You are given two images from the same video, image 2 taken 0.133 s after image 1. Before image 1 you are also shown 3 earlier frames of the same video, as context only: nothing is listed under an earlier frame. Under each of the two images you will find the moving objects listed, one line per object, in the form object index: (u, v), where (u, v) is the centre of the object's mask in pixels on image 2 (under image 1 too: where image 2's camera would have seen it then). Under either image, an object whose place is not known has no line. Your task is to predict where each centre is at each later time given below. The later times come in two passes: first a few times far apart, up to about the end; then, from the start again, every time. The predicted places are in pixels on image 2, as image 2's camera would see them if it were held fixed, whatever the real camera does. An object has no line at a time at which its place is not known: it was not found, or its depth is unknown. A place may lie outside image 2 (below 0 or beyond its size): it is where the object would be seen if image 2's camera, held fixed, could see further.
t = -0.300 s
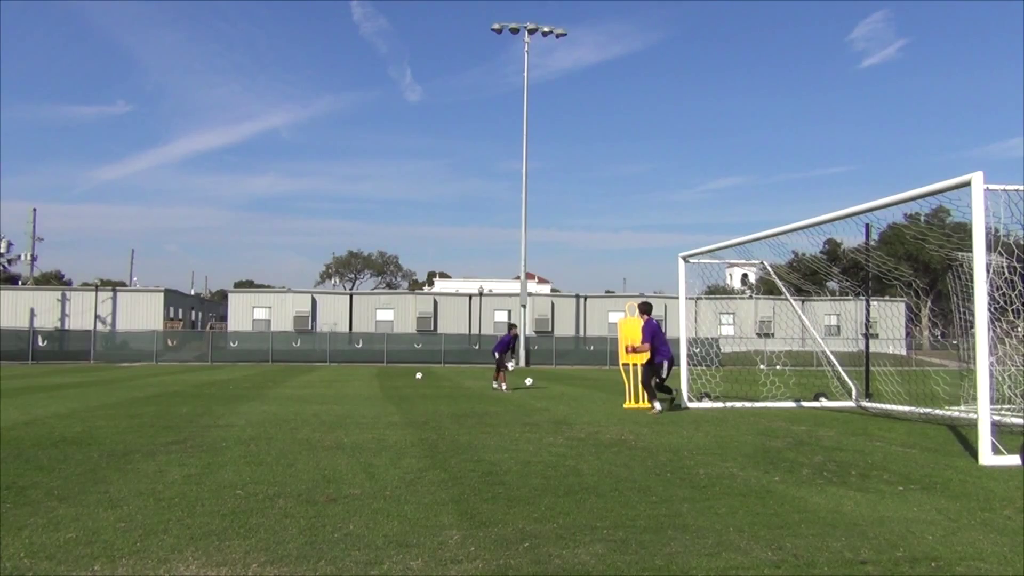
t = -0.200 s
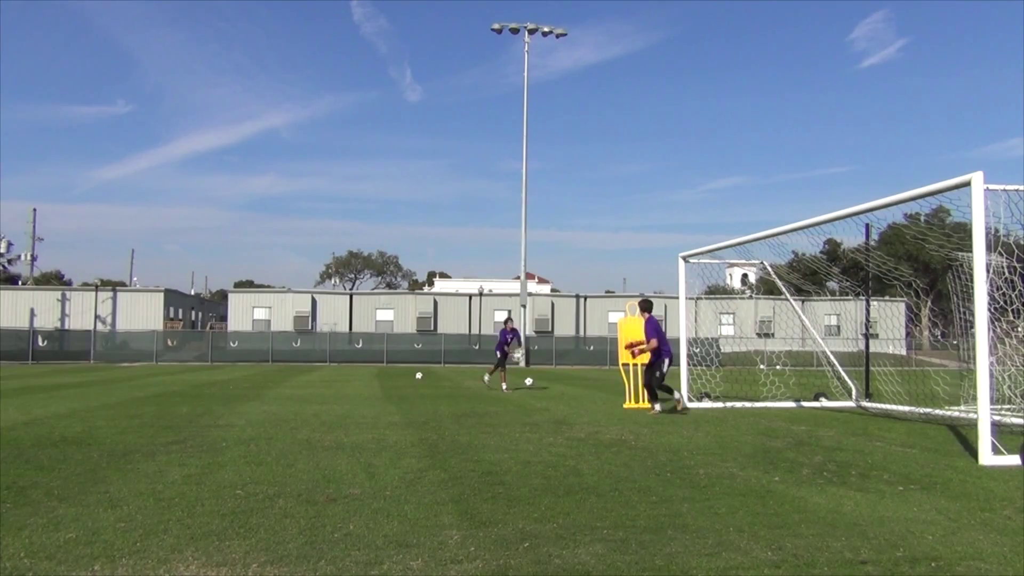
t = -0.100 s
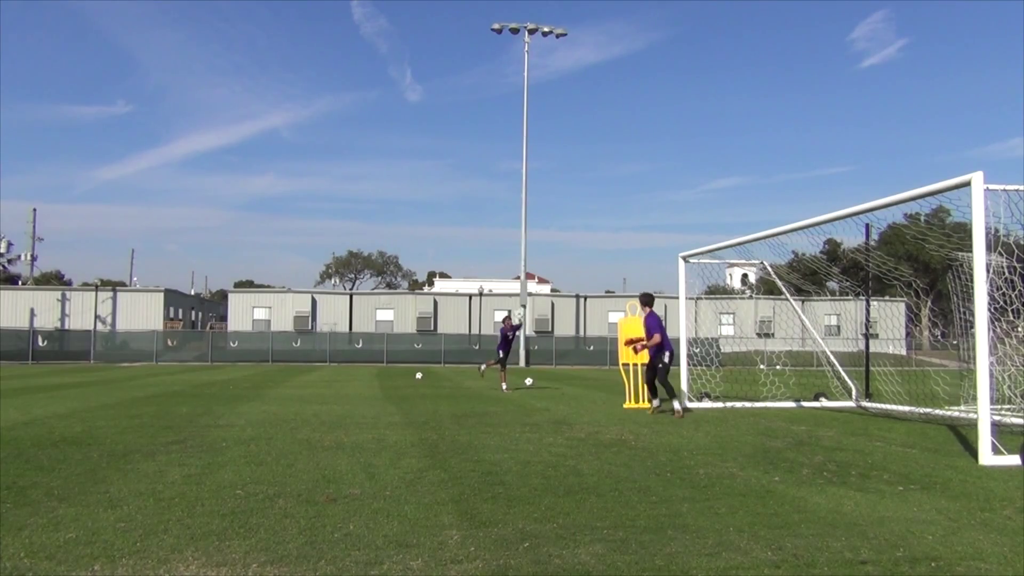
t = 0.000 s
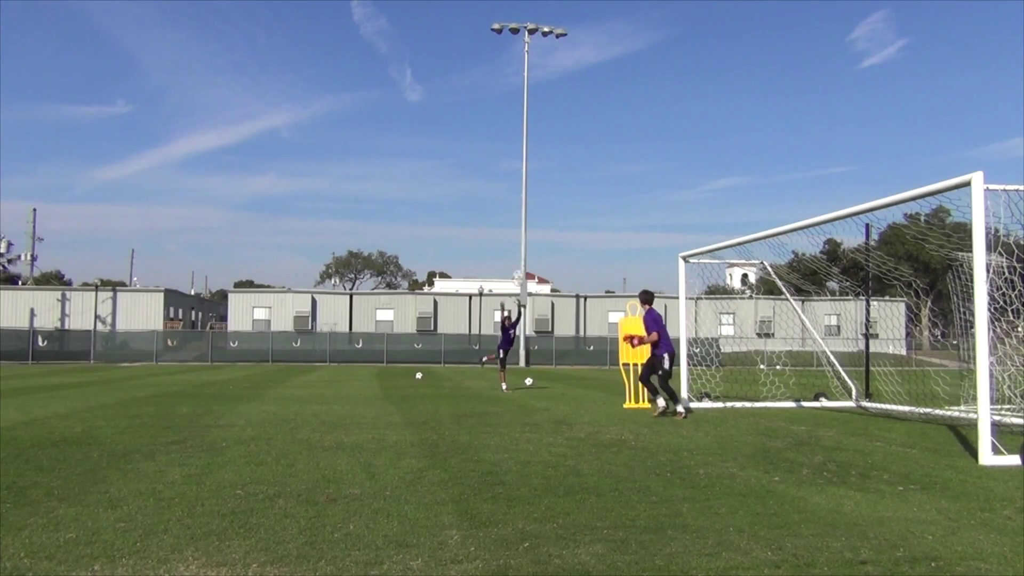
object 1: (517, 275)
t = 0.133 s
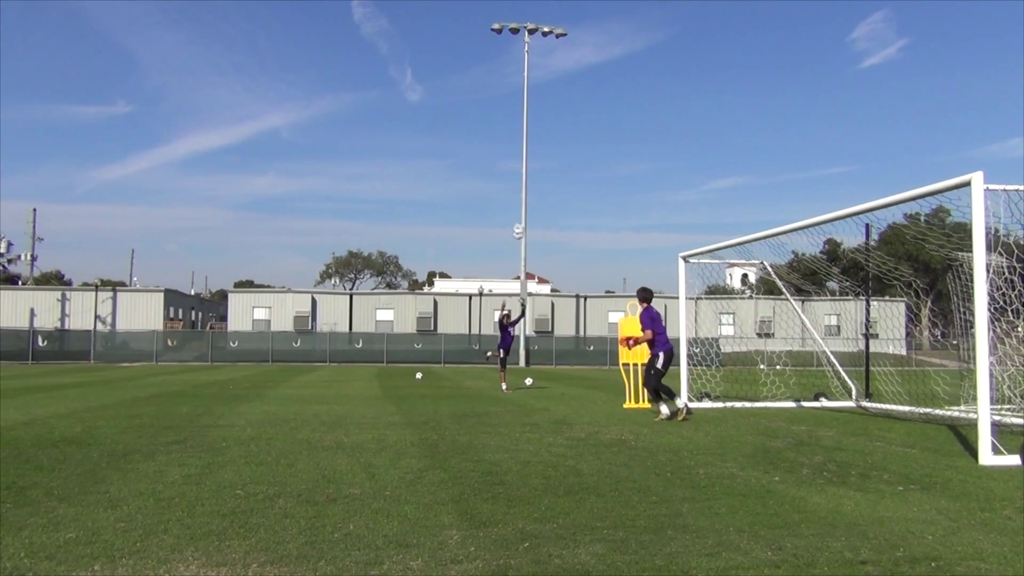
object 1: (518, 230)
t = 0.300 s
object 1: (519, 178)
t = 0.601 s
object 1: (524, 108)
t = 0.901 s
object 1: (531, 79)
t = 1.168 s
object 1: (543, 104)
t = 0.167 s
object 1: (518, 219)
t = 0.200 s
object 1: (518, 207)
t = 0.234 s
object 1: (518, 197)
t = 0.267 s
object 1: (519, 187)
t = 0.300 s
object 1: (519, 178)
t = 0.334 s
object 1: (520, 168)
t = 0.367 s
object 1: (520, 160)
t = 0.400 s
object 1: (520, 152)
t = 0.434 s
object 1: (521, 143)
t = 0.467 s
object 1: (521, 136)
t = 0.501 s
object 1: (522, 129)
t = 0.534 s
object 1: (523, 121)
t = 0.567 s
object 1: (523, 115)
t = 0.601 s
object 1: (524, 108)
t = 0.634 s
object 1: (525, 103)
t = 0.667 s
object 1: (526, 98)
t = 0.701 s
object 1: (525, 92)
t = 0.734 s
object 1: (526, 90)
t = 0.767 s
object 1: (528, 86)
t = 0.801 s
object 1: (529, 83)
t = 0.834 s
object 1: (529, 81)
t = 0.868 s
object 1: (531, 80)
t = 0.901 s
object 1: (531, 79)
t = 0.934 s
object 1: (532, 80)
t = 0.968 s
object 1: (535, 82)
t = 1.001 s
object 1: (536, 83)
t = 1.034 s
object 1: (537, 86)
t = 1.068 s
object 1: (539, 89)
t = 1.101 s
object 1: (540, 93)
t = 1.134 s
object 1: (541, 98)
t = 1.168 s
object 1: (543, 104)
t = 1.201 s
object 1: (544, 111)
